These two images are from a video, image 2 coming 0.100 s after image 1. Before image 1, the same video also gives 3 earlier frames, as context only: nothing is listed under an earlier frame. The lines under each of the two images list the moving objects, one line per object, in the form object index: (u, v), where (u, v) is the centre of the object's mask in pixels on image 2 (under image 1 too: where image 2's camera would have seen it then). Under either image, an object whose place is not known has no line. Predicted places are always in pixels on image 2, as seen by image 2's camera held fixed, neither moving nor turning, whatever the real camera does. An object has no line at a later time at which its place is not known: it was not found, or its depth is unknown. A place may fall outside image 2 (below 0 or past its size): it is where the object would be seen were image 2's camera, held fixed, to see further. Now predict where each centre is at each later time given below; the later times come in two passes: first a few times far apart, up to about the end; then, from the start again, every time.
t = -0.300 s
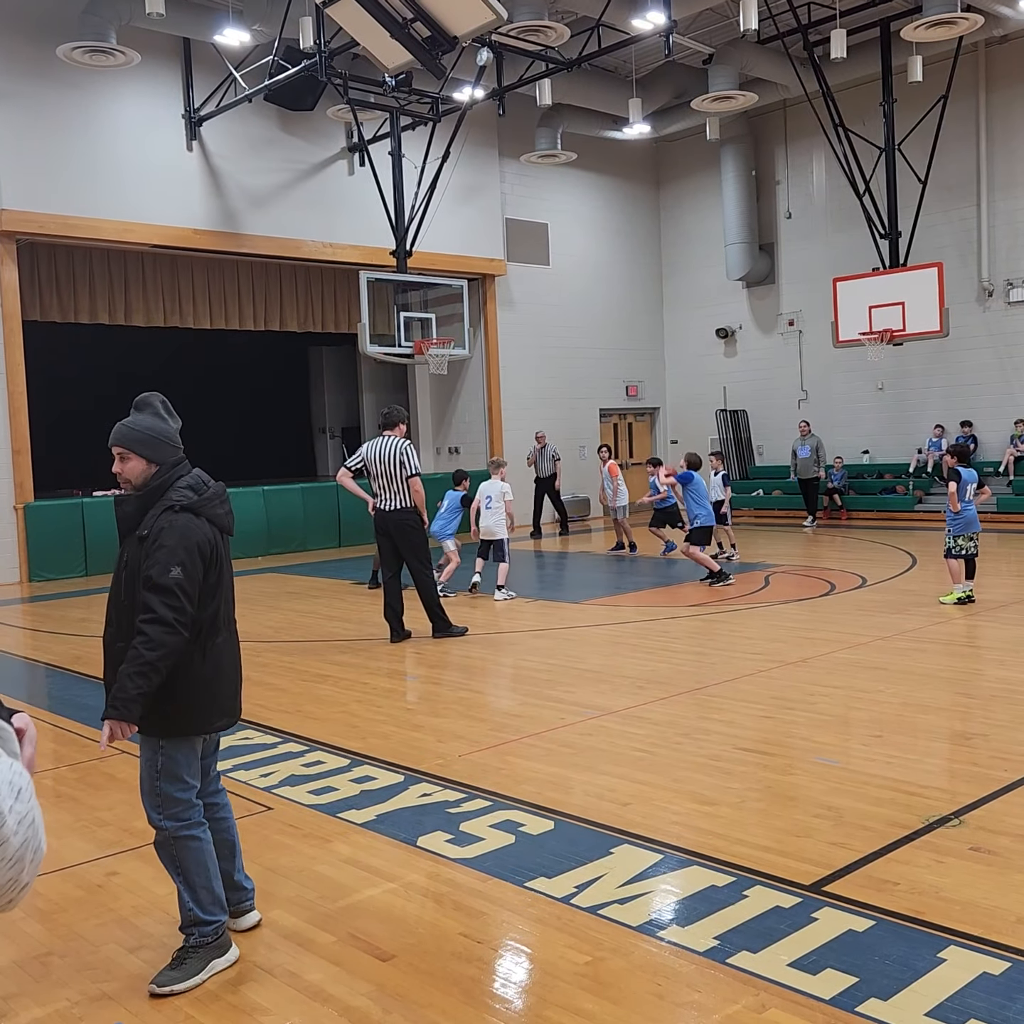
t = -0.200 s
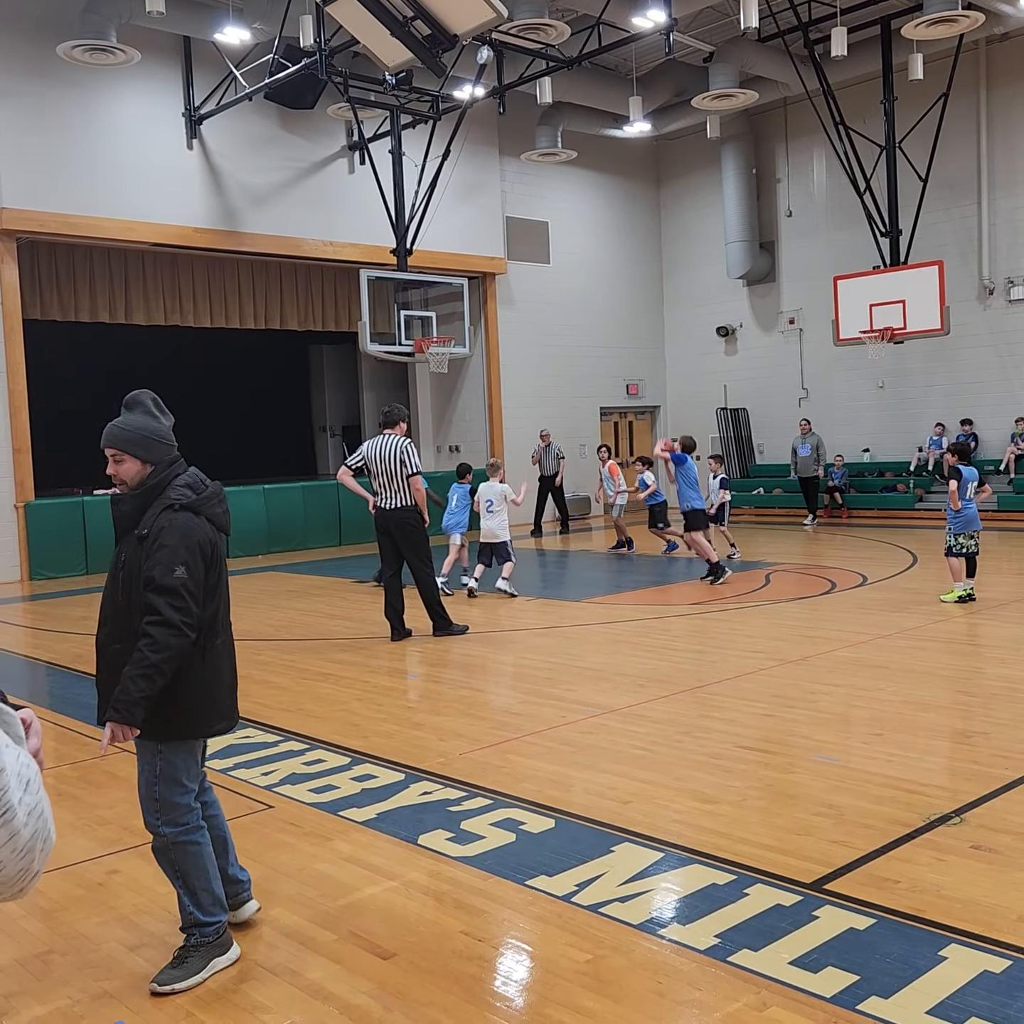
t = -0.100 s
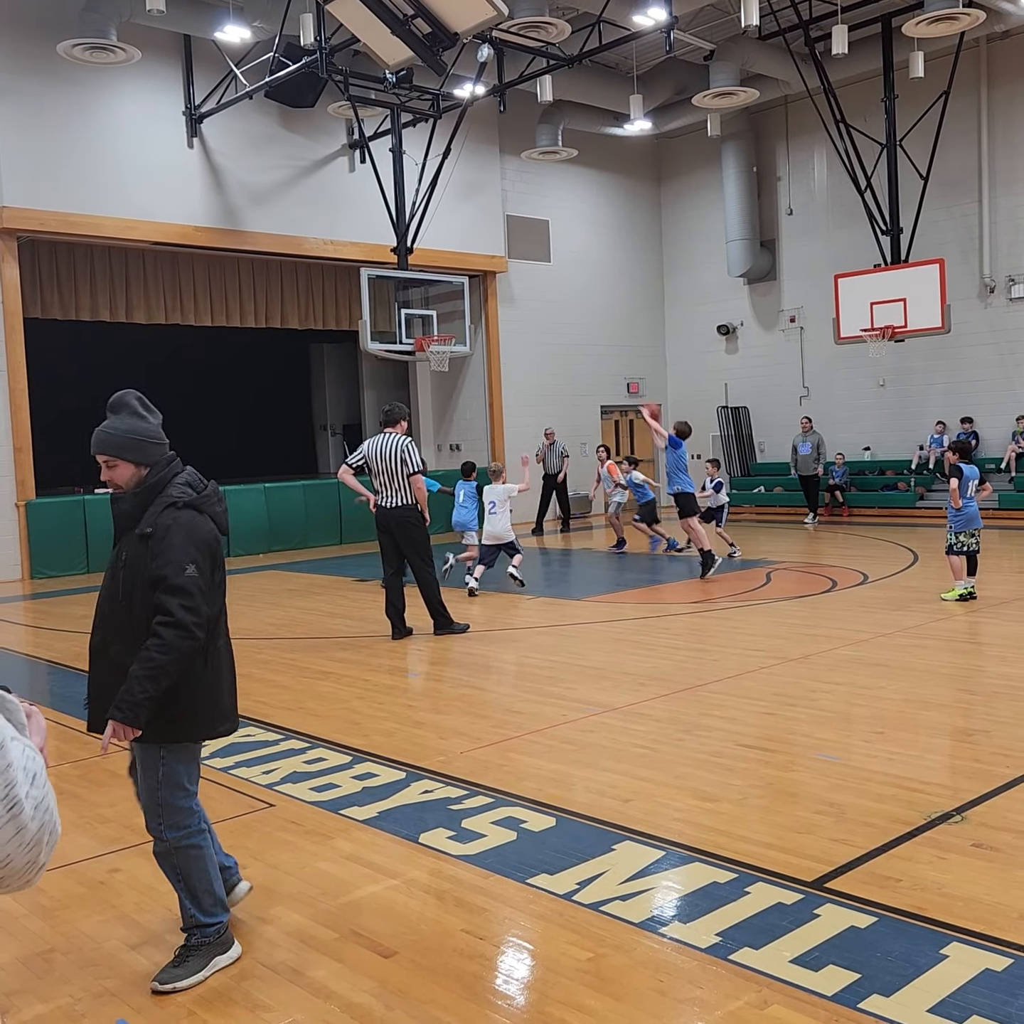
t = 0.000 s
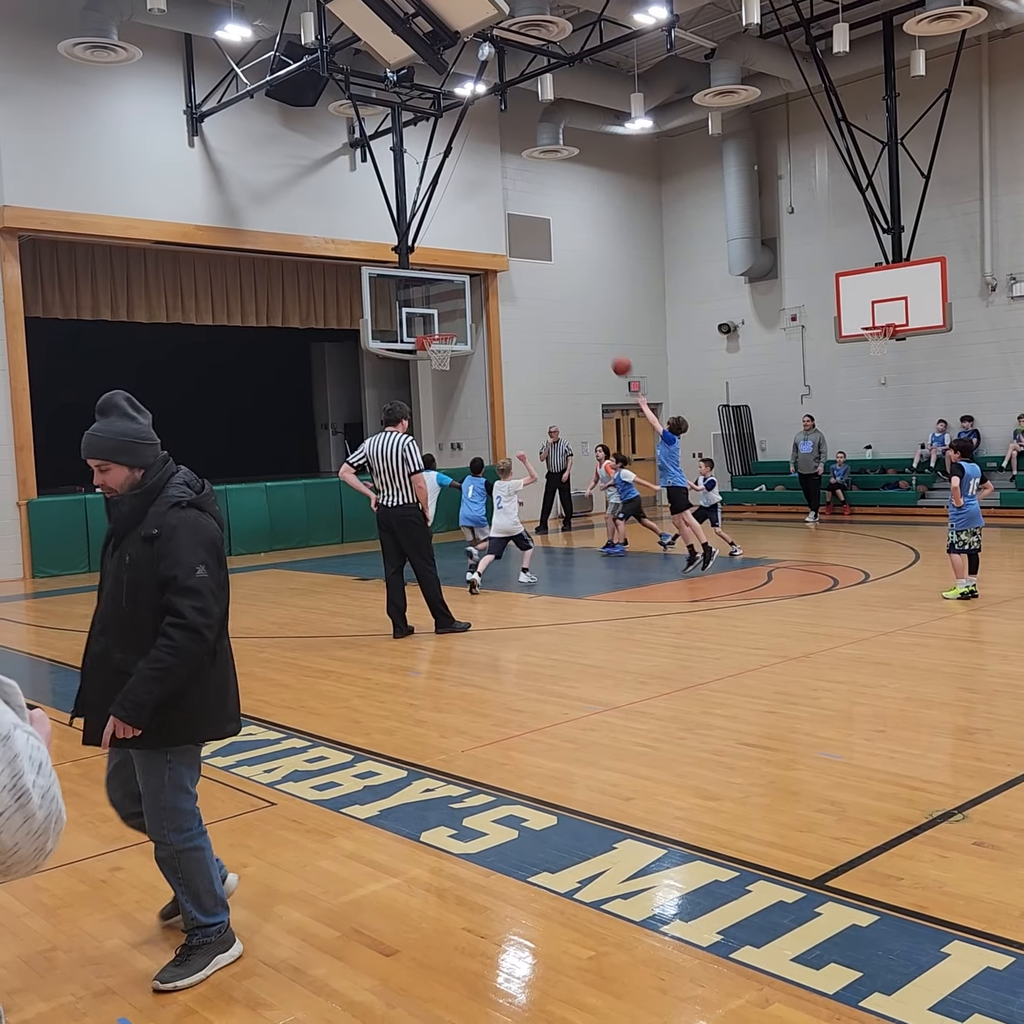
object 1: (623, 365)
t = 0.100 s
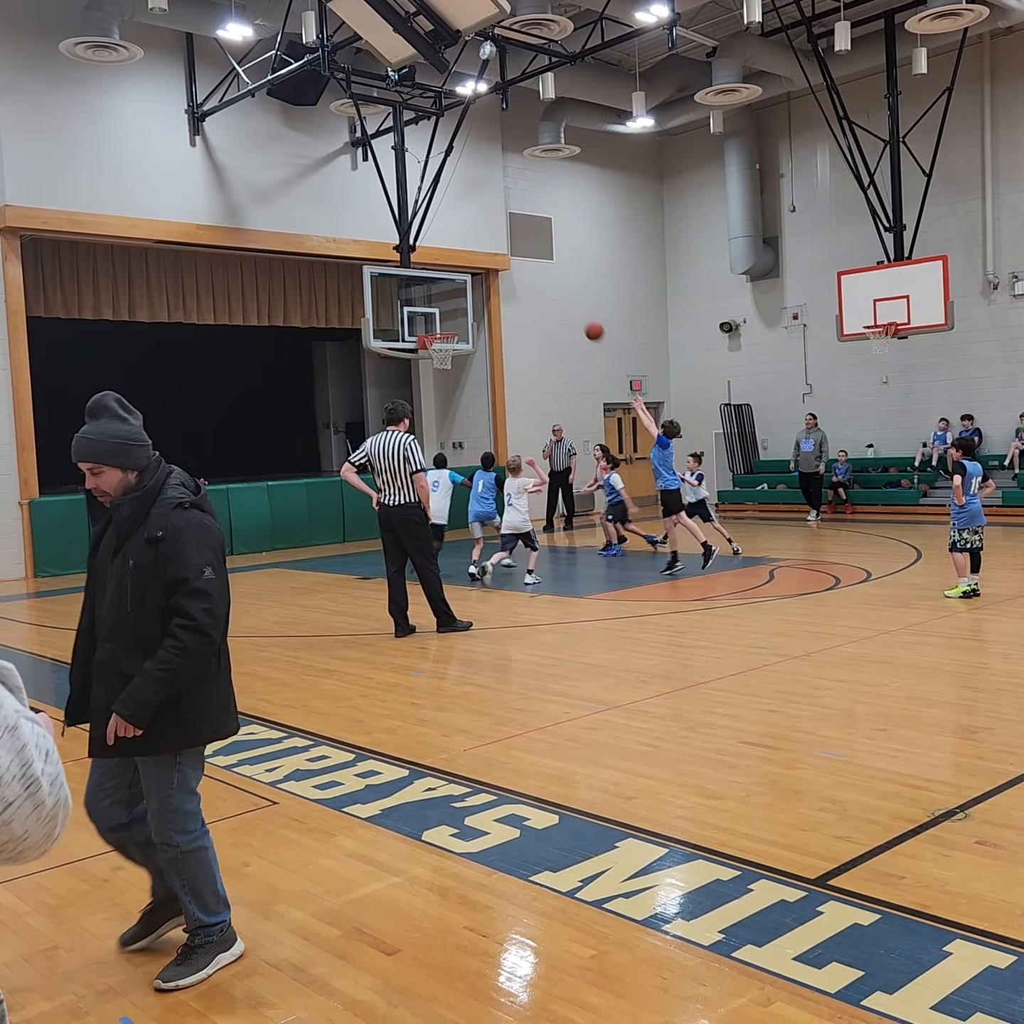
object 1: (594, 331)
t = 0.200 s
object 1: (567, 307)
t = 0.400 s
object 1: (518, 286)
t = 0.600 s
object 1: (475, 295)
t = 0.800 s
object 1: (437, 326)
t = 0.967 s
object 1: (446, 305)
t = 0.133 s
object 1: (585, 322)
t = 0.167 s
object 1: (576, 314)
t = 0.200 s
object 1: (567, 307)
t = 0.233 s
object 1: (558, 301)
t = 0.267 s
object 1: (550, 296)
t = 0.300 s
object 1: (541, 292)
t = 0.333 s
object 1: (533, 289)
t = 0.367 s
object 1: (525, 287)
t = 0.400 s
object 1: (518, 286)
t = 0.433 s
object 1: (510, 285)
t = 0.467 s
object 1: (502, 286)
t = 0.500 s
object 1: (495, 287)
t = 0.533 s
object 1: (488, 289)
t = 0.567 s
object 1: (481, 291)
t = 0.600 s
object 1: (475, 295)
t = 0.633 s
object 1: (467, 300)
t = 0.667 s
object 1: (461, 305)
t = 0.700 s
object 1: (455, 311)
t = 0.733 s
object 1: (449, 317)
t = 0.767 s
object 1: (443, 324)
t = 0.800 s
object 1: (437, 326)
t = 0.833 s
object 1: (435, 322)
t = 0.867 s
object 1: (437, 317)
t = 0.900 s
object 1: (440, 312)
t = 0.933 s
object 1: (443, 308)
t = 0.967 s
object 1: (446, 305)
